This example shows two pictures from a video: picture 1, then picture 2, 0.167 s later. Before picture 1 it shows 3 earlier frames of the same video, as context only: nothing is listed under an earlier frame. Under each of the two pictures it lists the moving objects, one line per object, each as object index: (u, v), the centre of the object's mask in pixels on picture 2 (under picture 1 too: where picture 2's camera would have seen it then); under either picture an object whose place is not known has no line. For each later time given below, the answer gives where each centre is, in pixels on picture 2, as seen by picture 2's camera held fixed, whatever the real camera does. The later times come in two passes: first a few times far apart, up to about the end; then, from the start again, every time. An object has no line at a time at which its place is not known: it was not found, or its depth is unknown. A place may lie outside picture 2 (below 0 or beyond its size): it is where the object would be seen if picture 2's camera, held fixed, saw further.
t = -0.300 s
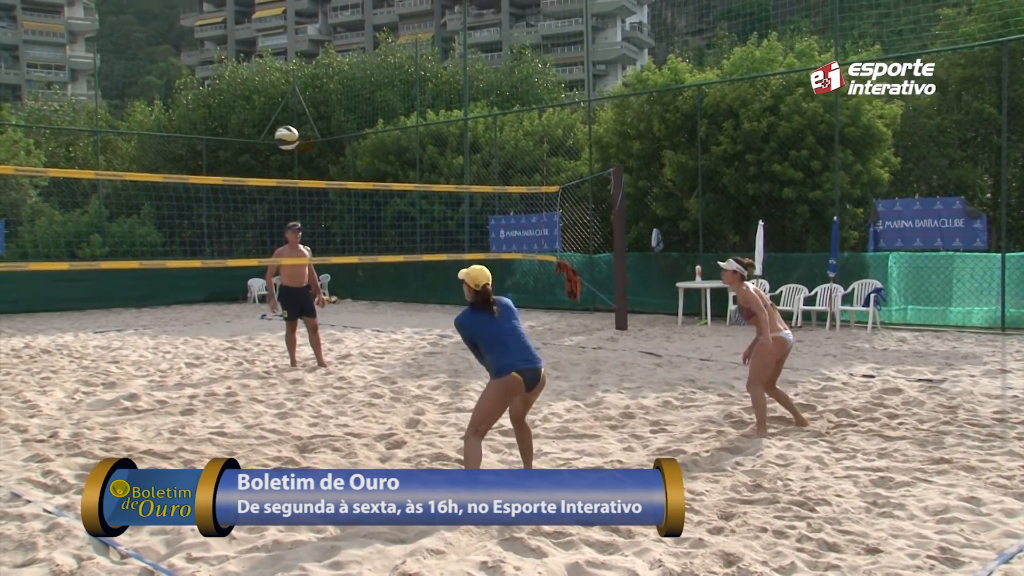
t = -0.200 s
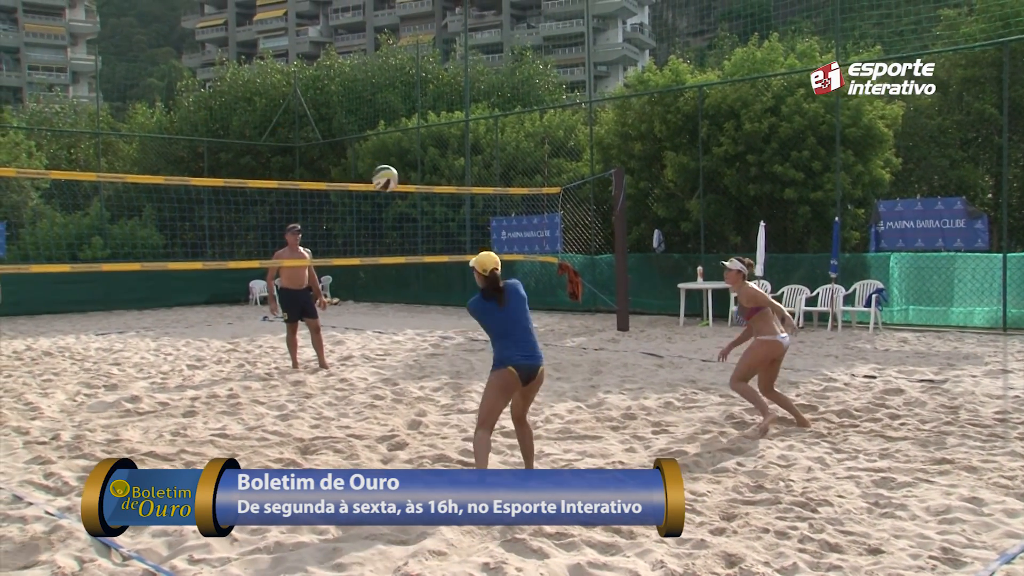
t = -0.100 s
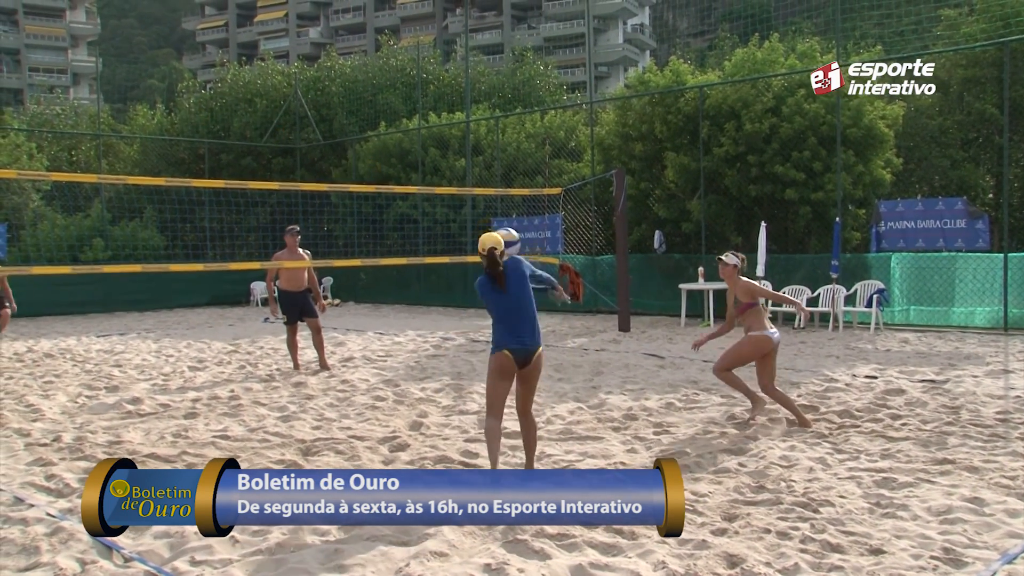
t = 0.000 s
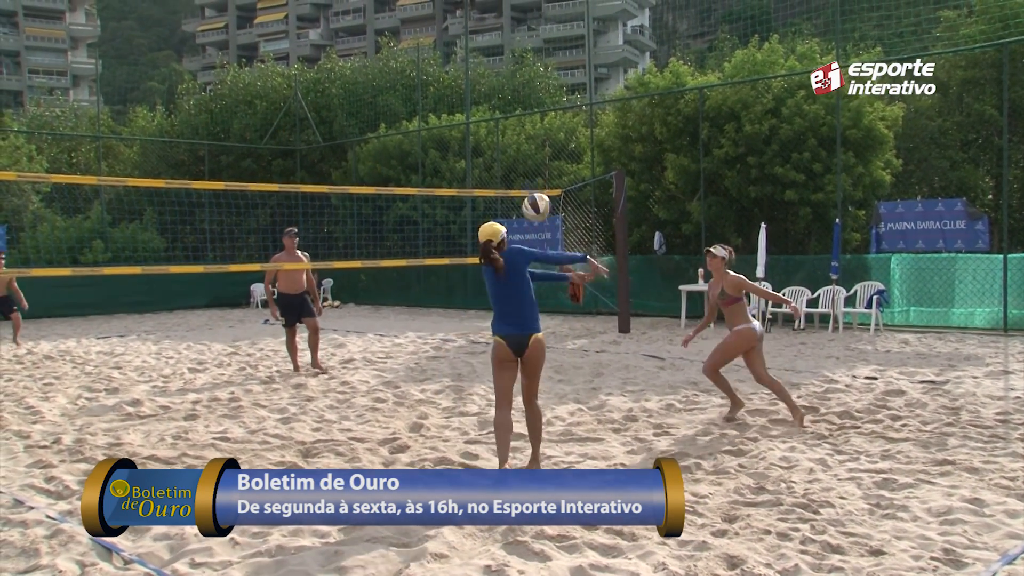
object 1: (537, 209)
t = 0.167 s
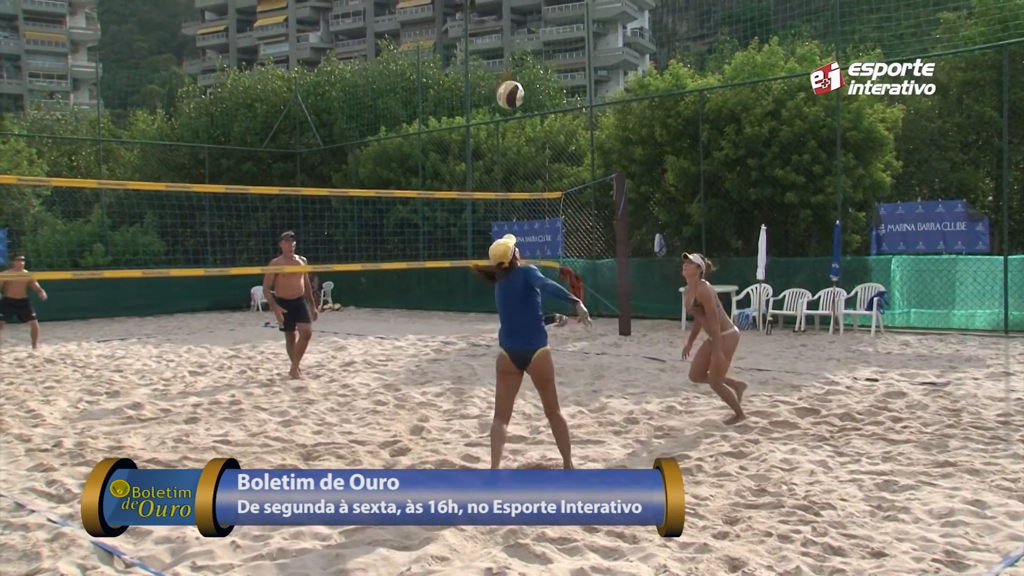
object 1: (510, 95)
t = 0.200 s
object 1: (505, 78)
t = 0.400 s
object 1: (475, 13)
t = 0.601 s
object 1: (453, 2)
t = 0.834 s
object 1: (435, 42)
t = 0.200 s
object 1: (505, 78)
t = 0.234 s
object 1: (499, 62)
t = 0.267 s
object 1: (494, 49)
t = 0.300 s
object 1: (489, 38)
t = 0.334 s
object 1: (484, 28)
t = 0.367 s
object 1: (479, 20)
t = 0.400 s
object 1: (475, 13)
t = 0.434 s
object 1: (470, 9)
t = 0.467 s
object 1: (467, 6)
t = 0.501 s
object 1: (463, 4)
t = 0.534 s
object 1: (460, 3)
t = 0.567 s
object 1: (457, 2)
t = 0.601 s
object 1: (453, 2)
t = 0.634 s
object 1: (450, 3)
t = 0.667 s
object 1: (447, 6)
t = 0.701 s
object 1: (445, 12)
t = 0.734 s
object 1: (443, 17)
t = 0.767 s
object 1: (440, 24)
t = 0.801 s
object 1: (438, 32)
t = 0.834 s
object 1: (435, 42)
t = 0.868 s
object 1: (433, 52)
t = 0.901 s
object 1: (431, 63)
